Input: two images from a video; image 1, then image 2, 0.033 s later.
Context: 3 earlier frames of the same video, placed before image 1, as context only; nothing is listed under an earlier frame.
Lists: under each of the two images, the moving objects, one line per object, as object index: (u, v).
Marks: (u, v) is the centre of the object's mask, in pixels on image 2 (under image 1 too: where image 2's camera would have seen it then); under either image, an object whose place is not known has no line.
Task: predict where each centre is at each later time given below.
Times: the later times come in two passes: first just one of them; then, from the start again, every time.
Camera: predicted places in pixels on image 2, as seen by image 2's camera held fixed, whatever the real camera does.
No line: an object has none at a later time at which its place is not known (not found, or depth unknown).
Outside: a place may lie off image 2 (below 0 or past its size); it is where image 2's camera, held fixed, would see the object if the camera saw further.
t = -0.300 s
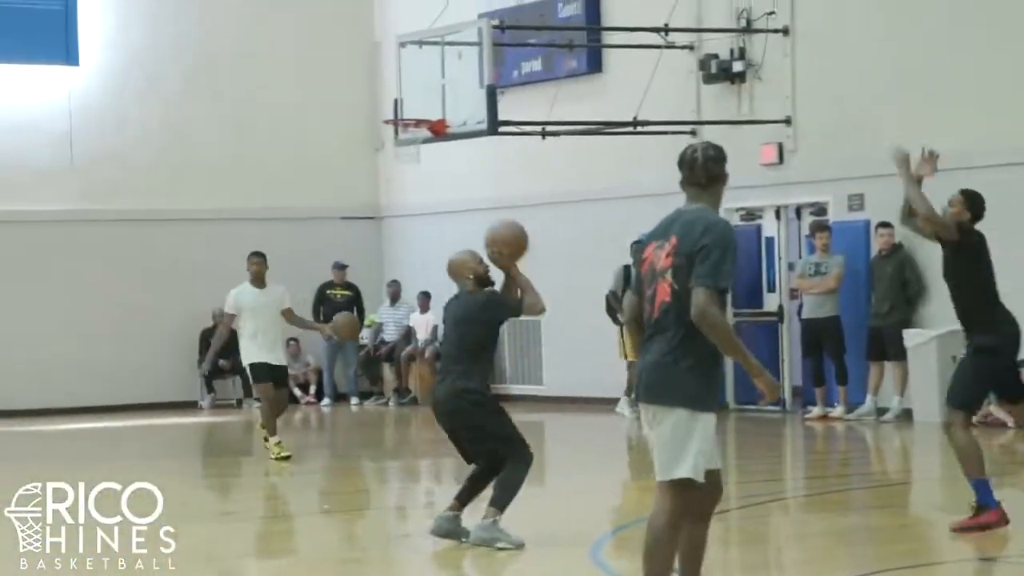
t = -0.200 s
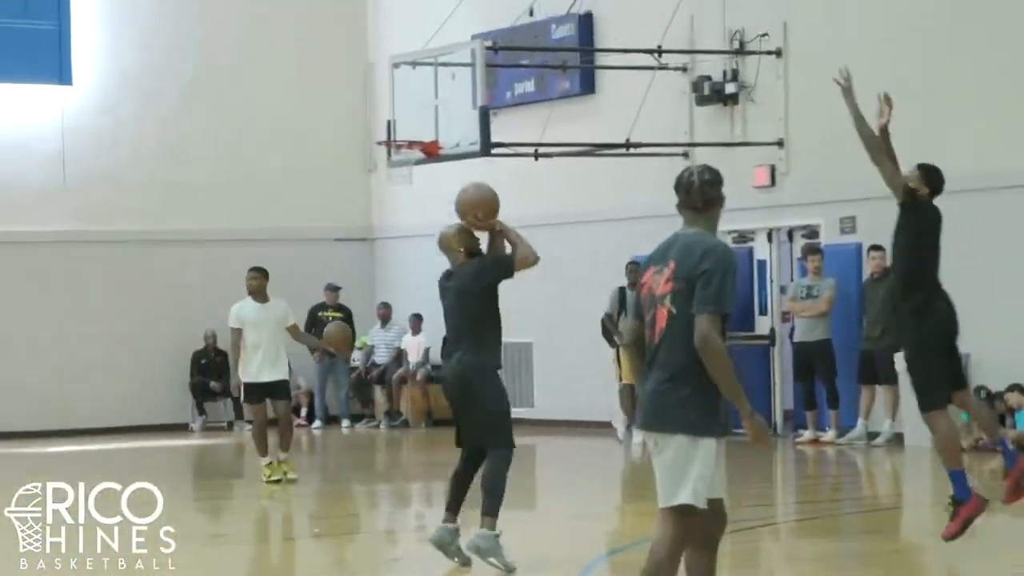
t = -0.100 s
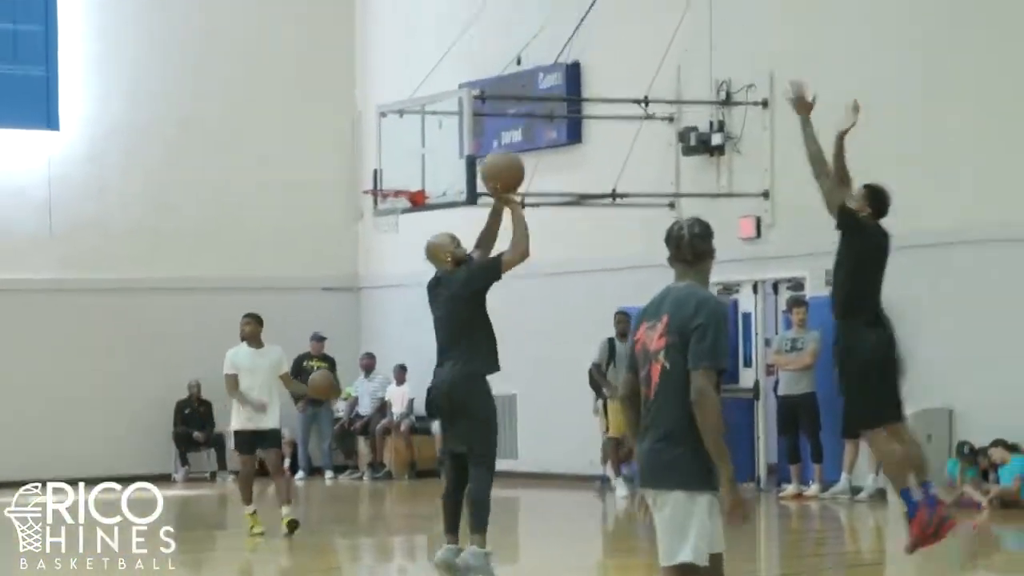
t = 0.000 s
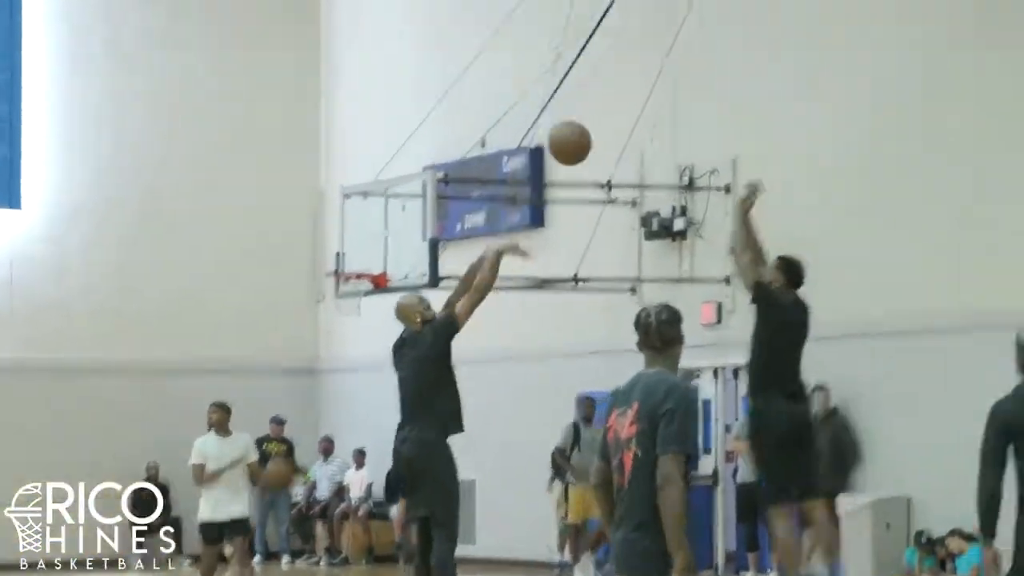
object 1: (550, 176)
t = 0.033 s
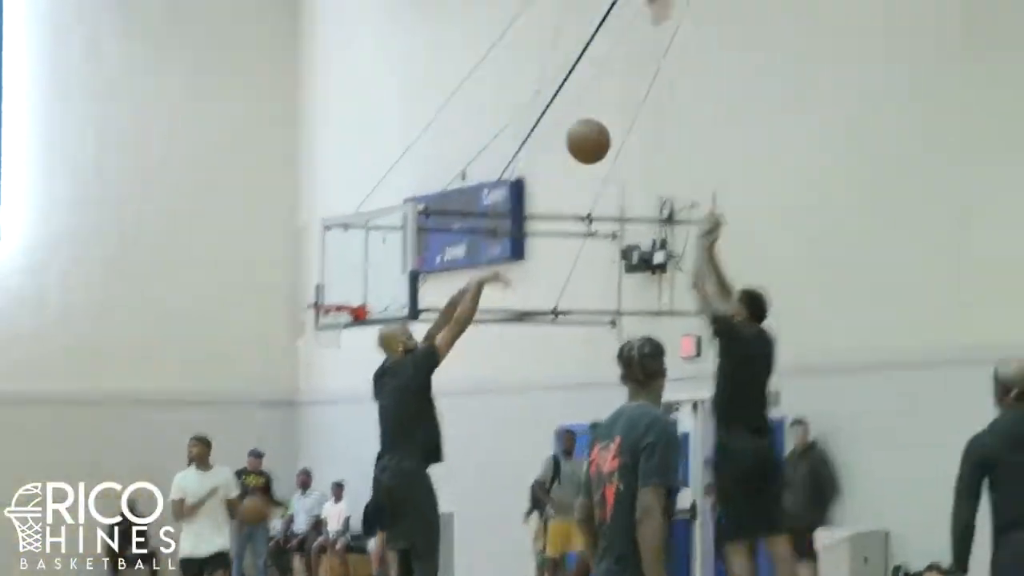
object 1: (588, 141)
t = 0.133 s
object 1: (706, 46)
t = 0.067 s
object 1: (627, 108)
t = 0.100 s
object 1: (667, 76)
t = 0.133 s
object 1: (706, 46)
